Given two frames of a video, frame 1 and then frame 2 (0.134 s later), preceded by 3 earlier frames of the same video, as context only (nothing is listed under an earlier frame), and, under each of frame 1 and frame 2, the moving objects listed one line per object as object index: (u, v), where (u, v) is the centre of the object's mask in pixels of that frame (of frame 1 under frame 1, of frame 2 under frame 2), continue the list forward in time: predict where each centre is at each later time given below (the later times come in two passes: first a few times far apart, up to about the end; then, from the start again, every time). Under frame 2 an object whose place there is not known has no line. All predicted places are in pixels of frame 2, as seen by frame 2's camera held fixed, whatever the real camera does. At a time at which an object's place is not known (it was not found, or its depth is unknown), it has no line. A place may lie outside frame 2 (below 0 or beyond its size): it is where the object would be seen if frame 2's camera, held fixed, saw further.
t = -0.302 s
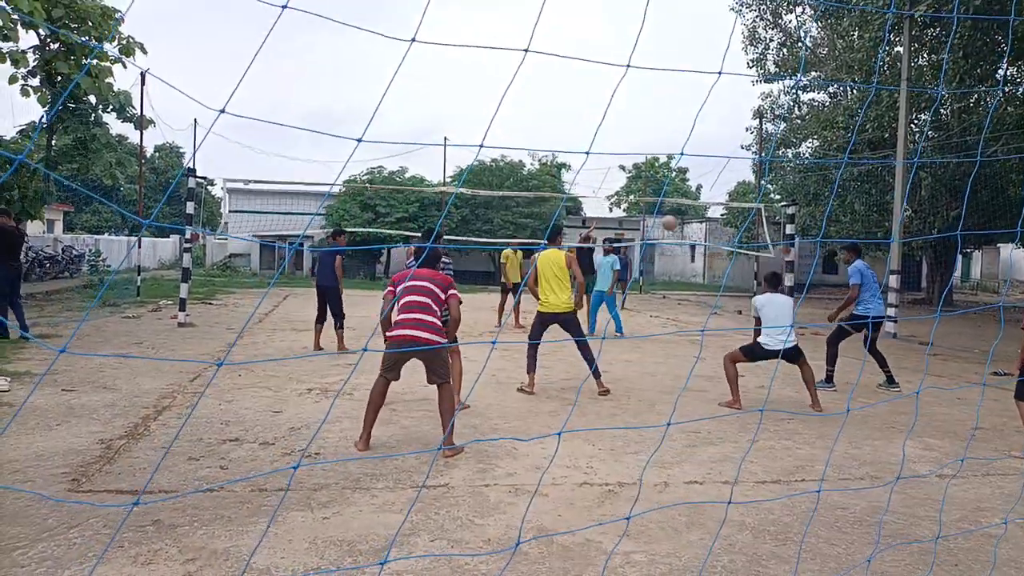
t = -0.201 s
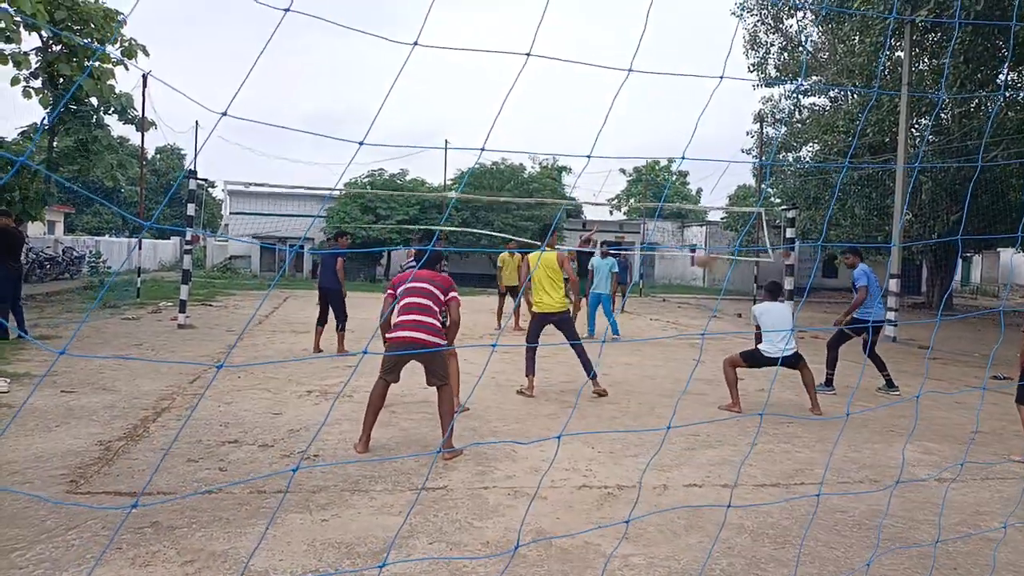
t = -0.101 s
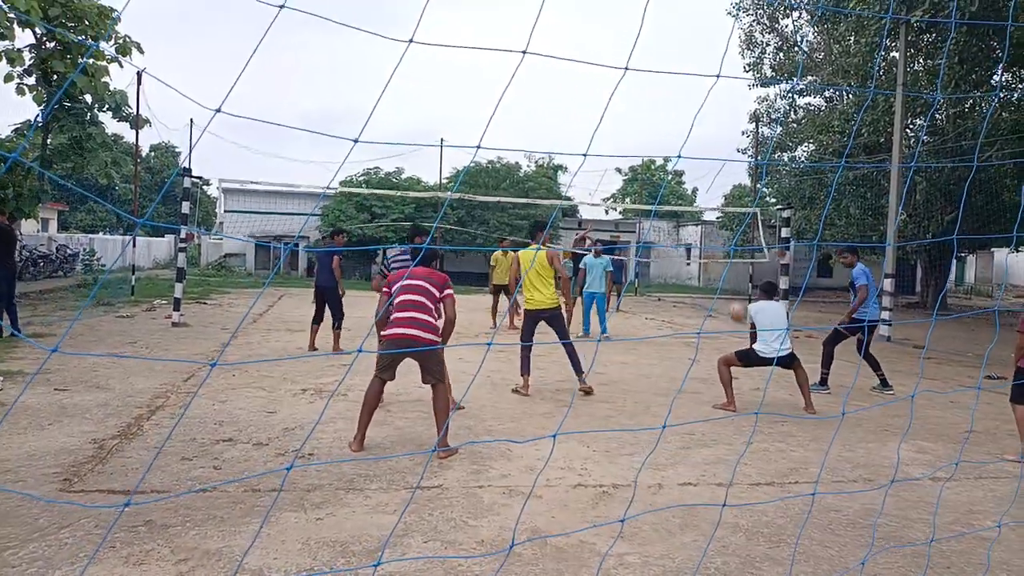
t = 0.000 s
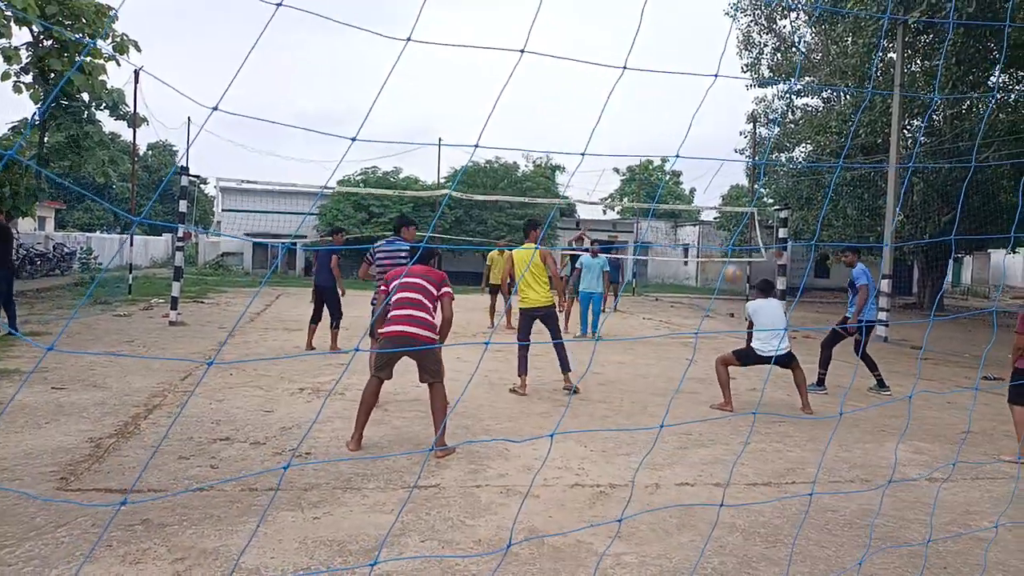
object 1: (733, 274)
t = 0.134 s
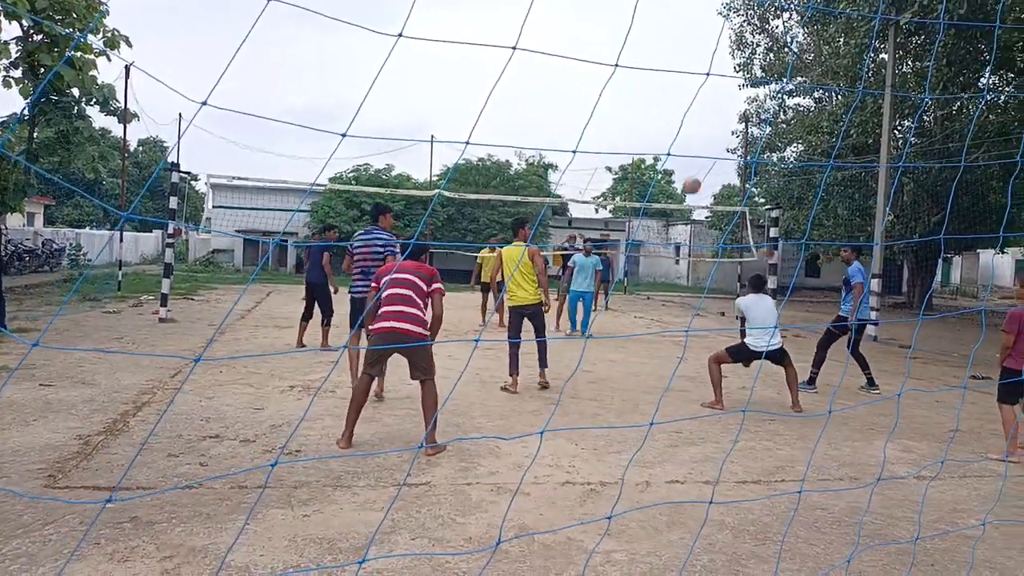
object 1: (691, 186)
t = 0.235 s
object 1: (670, 134)
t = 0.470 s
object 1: (625, 55)
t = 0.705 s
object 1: (579, 26)
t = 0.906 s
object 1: (544, 28)
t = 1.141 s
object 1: (509, 69)
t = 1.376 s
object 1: (477, 138)
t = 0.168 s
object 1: (684, 167)
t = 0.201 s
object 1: (678, 149)
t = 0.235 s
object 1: (670, 134)
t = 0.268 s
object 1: (662, 119)
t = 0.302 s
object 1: (656, 106)
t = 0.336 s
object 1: (649, 94)
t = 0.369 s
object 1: (643, 82)
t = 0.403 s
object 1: (637, 72)
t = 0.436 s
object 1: (630, 63)
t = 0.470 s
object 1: (625, 55)
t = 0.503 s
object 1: (619, 48)
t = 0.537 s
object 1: (612, 42)
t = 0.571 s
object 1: (606, 36)
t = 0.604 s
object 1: (600, 32)
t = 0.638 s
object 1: (594, 29)
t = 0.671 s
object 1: (586, 27)
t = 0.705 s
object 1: (579, 26)
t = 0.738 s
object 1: (574, 24)
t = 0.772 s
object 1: (568, 23)
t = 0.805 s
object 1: (561, 23)
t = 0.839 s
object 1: (555, 23)
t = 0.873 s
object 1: (550, 25)
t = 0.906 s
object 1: (544, 28)
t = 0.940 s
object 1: (538, 32)
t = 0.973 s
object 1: (533, 36)
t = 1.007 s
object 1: (529, 42)
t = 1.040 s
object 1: (524, 48)
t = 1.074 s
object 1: (518, 55)
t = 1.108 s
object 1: (513, 62)
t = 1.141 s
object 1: (509, 69)
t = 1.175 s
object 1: (504, 77)
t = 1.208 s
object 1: (499, 85)
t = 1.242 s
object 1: (495, 94)
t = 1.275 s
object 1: (492, 105)
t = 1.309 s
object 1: (487, 116)
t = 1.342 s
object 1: (482, 127)
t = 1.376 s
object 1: (477, 138)
